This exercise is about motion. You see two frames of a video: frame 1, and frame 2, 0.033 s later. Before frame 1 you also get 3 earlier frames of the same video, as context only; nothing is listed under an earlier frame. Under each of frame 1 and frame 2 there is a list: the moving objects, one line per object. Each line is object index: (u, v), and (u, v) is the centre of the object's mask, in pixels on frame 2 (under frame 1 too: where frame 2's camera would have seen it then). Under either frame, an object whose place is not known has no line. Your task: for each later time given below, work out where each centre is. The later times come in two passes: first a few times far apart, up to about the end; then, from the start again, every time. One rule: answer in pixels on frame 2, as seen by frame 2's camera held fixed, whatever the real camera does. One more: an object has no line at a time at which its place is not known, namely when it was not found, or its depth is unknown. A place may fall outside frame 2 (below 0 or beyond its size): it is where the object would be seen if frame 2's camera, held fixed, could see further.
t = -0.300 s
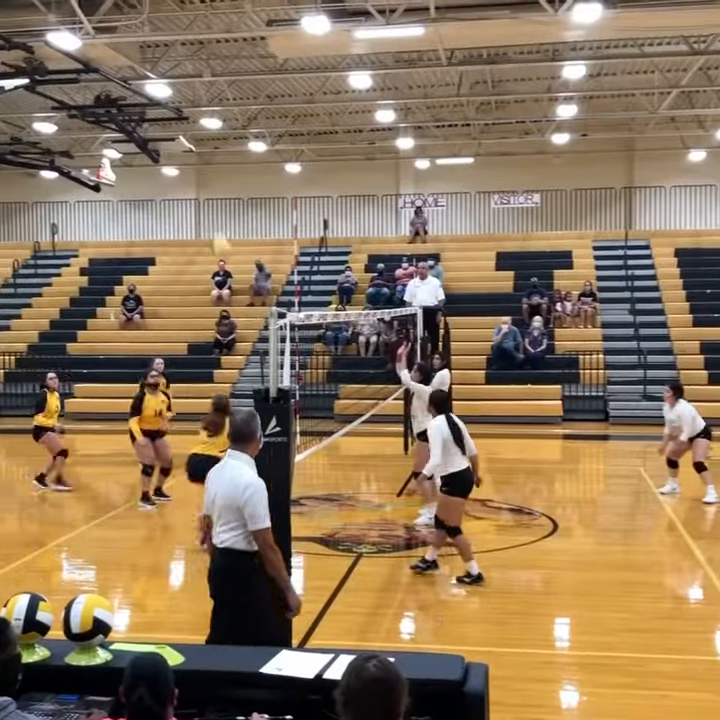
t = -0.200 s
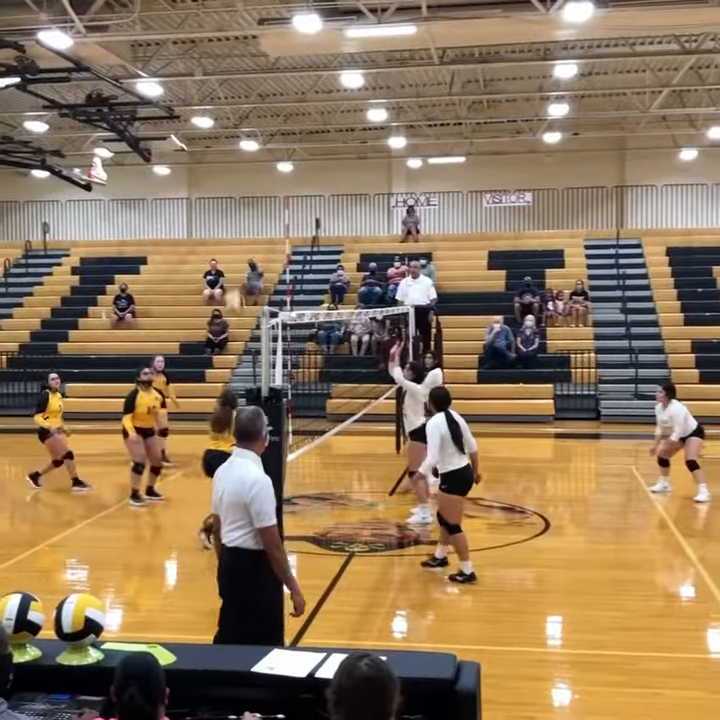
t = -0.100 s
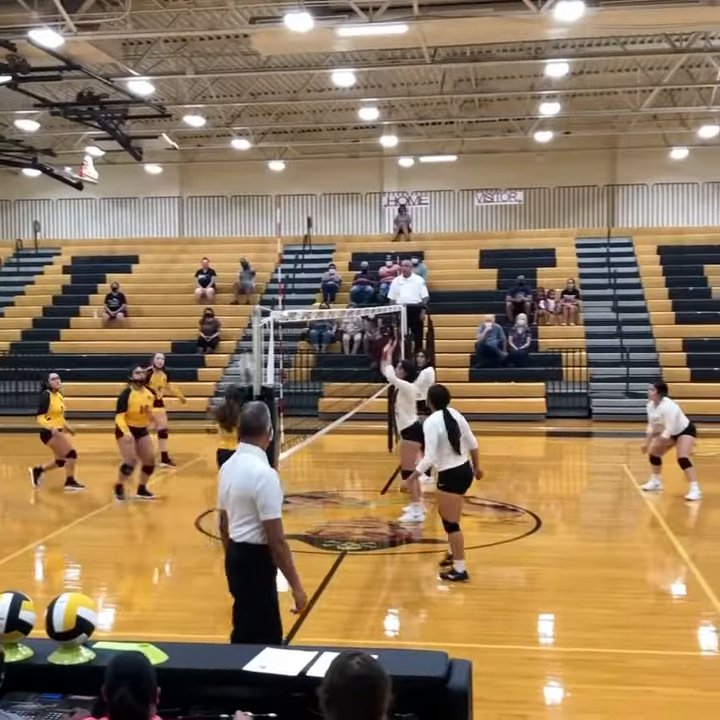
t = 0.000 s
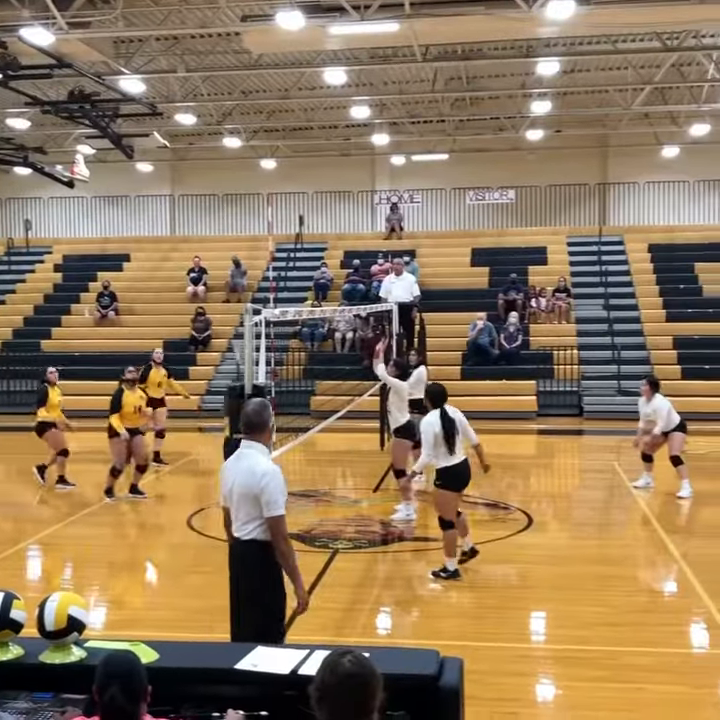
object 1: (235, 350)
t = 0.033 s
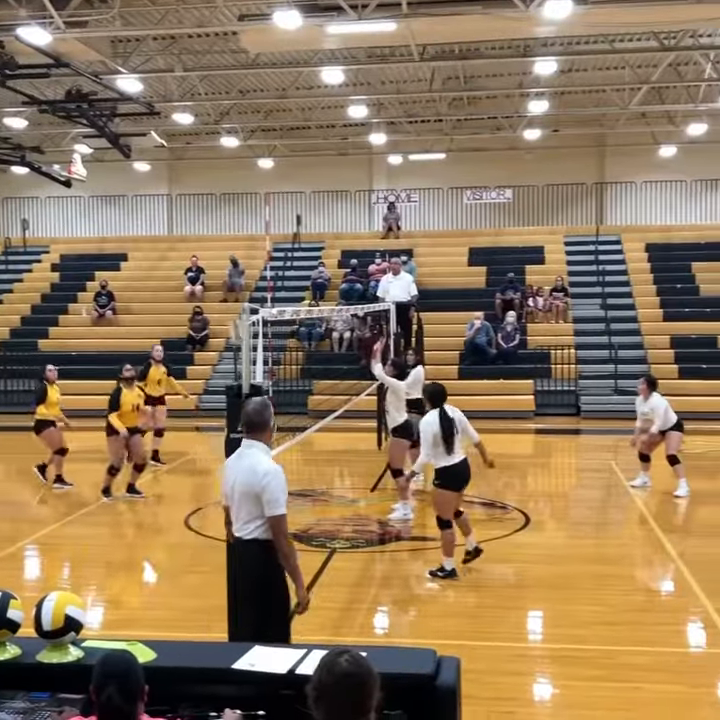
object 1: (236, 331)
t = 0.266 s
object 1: (212, 209)
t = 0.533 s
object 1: (190, 143)
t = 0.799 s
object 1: (172, 141)
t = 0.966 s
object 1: (160, 171)
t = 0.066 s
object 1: (233, 310)
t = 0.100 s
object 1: (232, 288)
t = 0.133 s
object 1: (228, 274)
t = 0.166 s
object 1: (223, 254)
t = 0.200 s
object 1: (221, 238)
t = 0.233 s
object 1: (217, 222)
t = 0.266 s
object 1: (212, 209)
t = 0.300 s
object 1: (208, 198)
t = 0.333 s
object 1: (205, 186)
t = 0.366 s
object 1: (202, 176)
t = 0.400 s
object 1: (199, 167)
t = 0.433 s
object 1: (196, 159)
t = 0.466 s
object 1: (193, 152)
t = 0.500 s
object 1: (190, 147)
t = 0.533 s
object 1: (190, 143)
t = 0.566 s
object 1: (187, 138)
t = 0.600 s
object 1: (185, 137)
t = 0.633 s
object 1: (182, 135)
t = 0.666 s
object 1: (180, 134)
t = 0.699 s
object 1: (178, 134)
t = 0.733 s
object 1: (176, 135)
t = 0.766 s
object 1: (174, 138)
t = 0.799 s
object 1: (172, 141)
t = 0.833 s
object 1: (170, 145)
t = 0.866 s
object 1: (167, 150)
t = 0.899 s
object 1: (165, 157)
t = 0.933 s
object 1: (164, 164)
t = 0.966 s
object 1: (160, 171)
